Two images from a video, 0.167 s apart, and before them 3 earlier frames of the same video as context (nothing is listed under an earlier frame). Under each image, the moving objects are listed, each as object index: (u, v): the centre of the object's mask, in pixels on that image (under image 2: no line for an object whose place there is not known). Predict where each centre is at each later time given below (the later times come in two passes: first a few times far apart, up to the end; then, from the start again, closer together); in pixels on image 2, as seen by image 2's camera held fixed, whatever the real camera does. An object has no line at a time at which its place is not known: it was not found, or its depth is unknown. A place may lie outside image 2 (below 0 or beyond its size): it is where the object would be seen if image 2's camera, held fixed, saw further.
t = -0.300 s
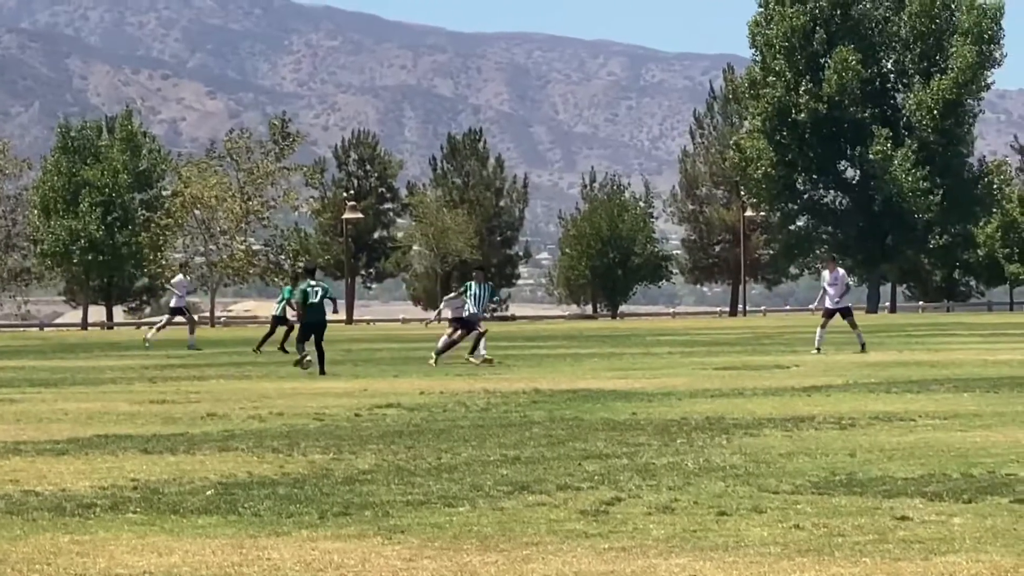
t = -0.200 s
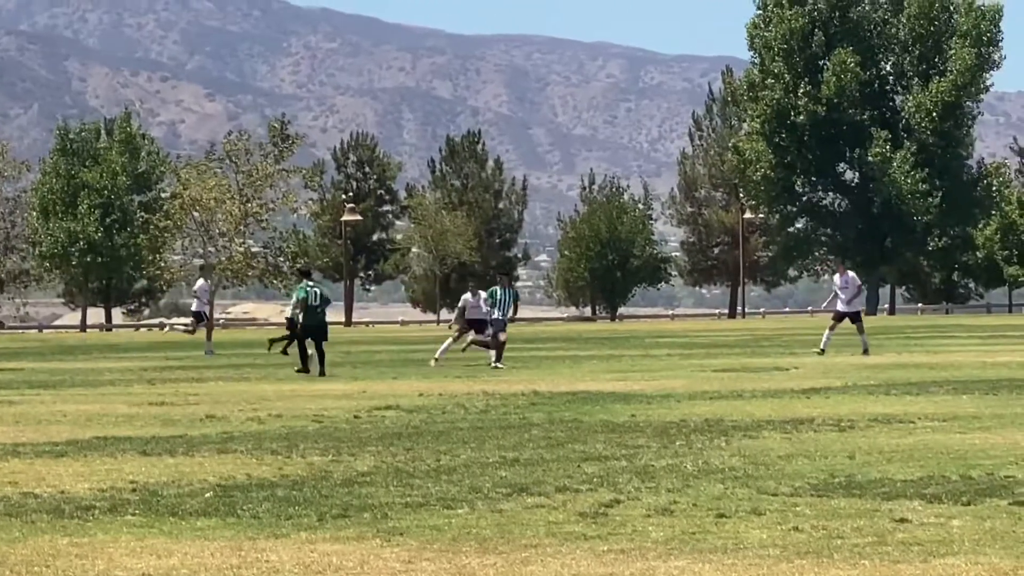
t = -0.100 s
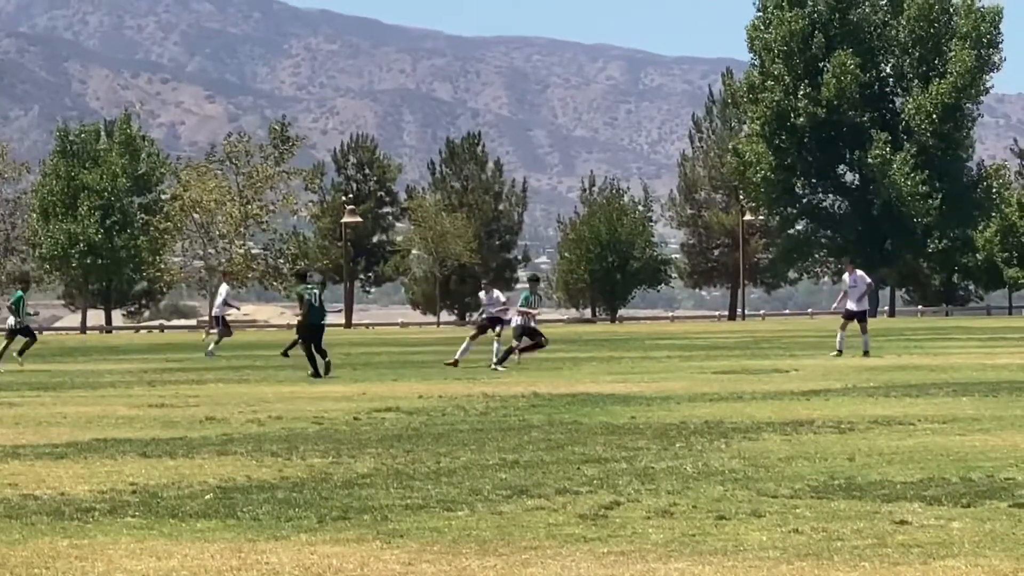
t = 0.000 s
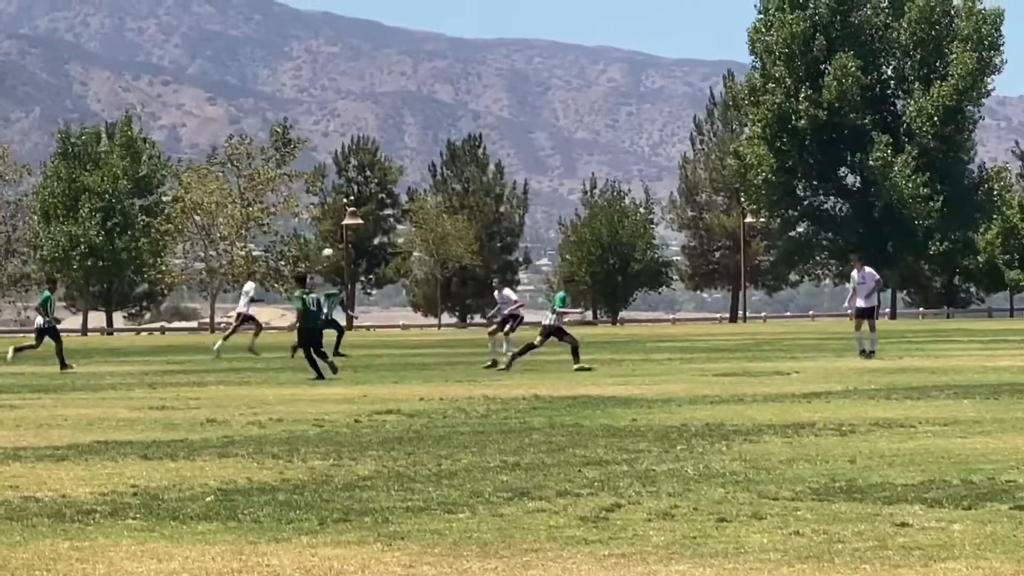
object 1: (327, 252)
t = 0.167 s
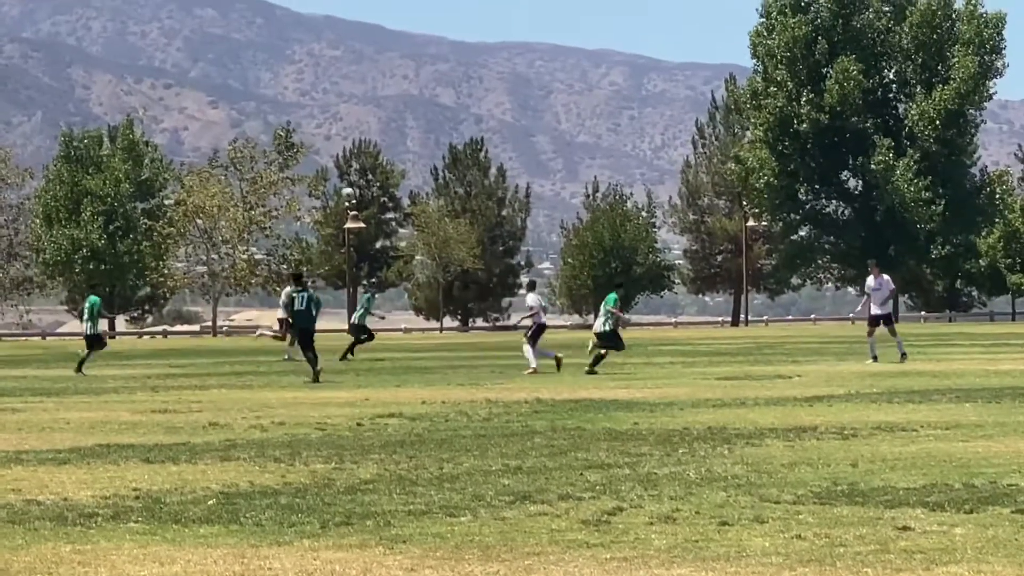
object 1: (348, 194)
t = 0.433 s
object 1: (377, 125)
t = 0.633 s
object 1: (399, 99)
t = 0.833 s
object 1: (419, 90)
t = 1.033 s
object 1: (438, 98)
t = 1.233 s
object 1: (456, 121)
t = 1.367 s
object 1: (465, 142)
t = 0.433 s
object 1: (377, 125)
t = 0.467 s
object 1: (381, 119)
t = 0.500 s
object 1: (385, 114)
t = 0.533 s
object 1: (388, 109)
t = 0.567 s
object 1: (392, 106)
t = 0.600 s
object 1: (395, 102)
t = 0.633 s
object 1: (399, 99)
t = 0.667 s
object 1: (401, 96)
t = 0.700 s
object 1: (406, 93)
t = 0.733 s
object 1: (409, 93)
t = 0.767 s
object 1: (412, 91)
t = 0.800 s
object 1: (415, 90)
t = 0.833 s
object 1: (419, 90)
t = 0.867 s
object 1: (422, 90)
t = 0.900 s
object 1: (425, 91)
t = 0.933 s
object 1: (428, 92)
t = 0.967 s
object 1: (432, 94)
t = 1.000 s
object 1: (434, 96)
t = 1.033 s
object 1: (438, 98)
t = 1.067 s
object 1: (441, 101)
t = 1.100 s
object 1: (444, 104)
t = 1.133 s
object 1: (447, 107)
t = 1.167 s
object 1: (449, 111)
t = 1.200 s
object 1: (452, 116)
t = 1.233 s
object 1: (456, 121)
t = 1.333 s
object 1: (463, 137)
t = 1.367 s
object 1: (465, 142)
